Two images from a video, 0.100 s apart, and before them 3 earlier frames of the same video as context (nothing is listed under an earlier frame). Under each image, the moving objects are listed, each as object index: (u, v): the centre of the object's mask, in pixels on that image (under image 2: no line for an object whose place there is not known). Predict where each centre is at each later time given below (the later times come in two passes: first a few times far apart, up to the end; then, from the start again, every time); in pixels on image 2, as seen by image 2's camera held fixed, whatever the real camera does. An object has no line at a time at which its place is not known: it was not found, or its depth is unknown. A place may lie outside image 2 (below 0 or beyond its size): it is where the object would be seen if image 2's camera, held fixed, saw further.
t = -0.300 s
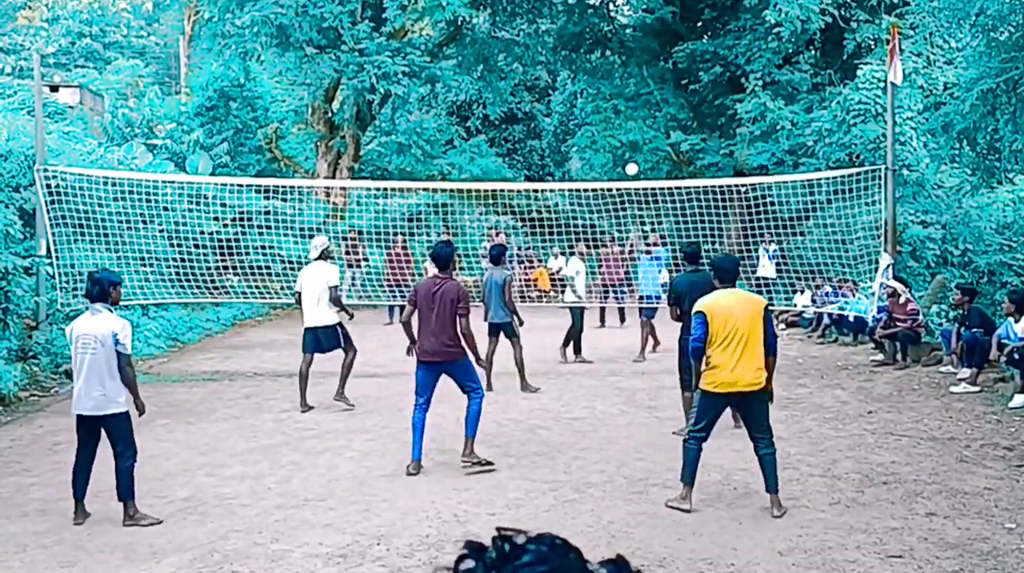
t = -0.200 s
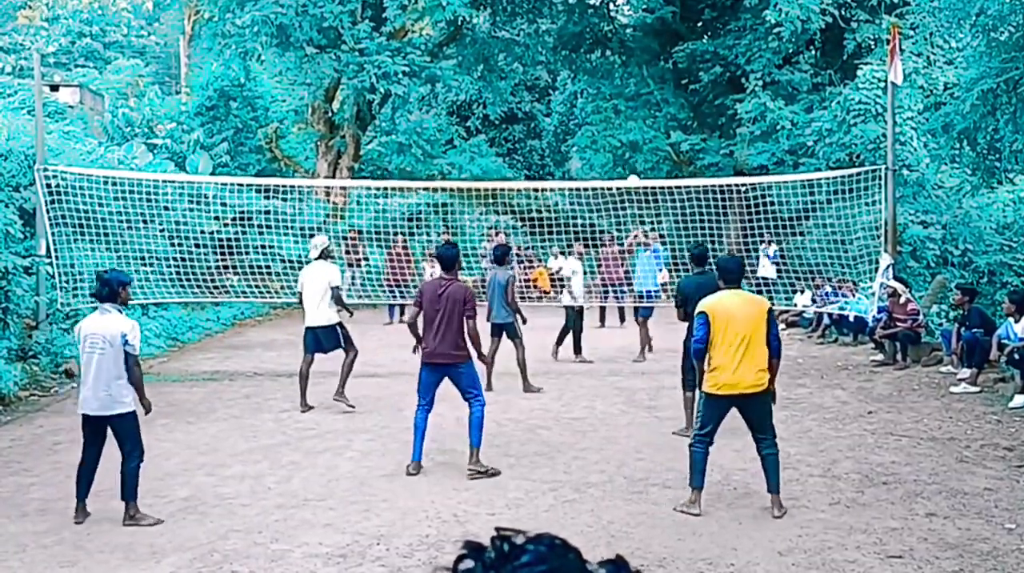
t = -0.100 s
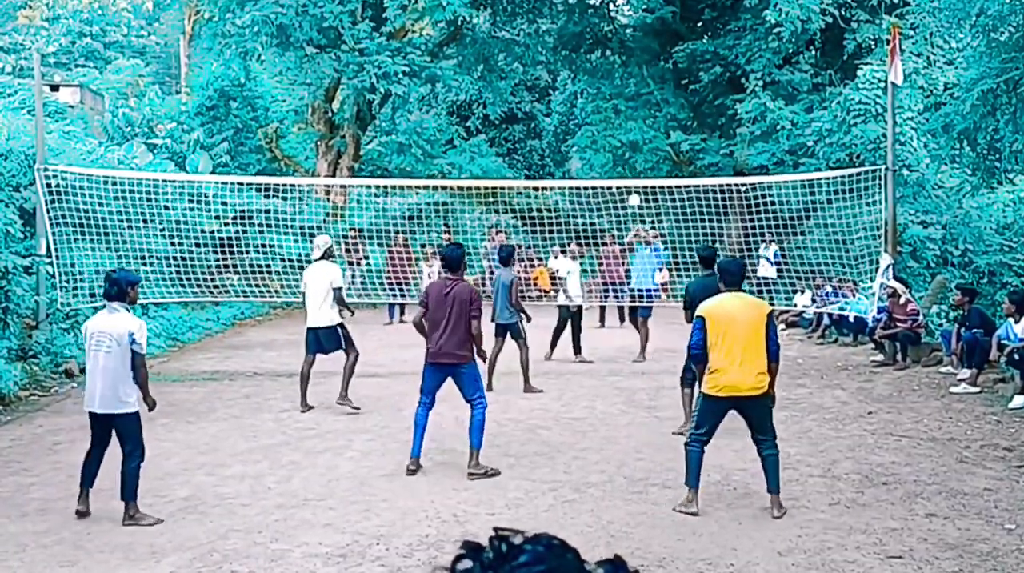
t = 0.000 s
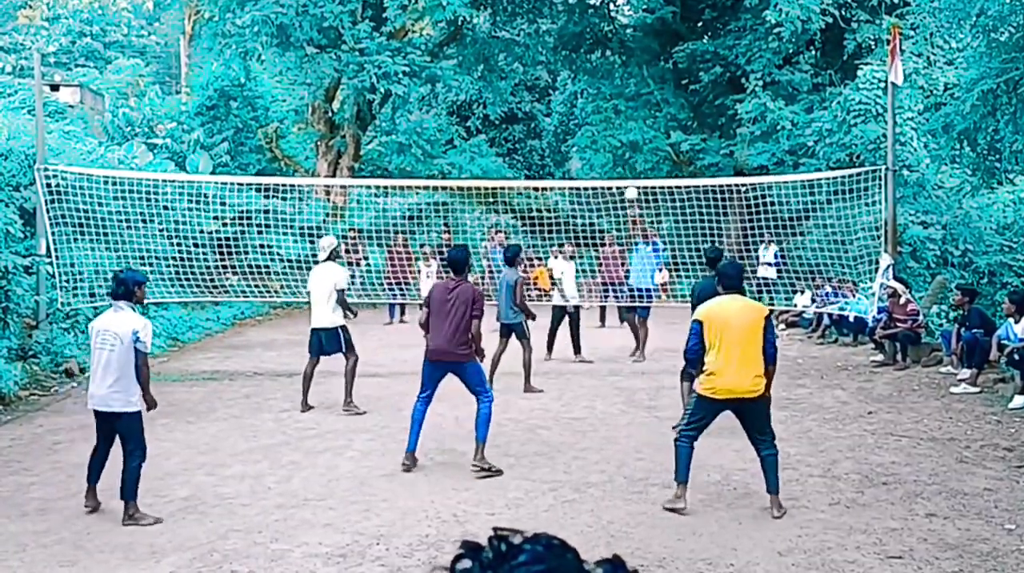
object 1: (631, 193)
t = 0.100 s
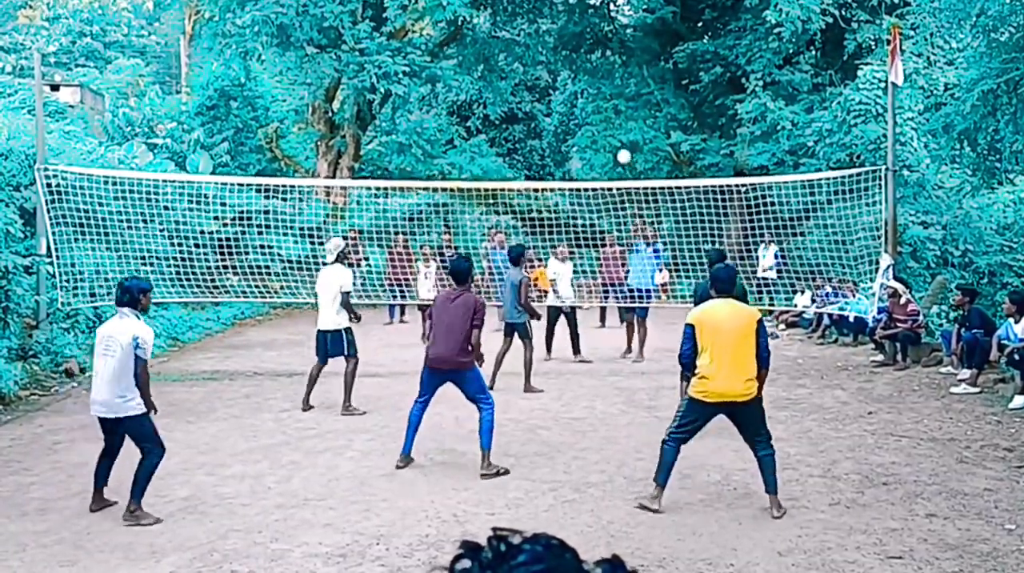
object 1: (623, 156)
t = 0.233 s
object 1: (613, 114)
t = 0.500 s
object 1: (586, 65)
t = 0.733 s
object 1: (553, 79)
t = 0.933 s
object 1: (515, 167)
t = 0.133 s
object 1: (621, 145)
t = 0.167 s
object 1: (619, 134)
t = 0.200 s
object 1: (616, 124)
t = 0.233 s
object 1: (613, 114)
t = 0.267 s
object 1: (610, 106)
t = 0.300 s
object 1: (607, 98)
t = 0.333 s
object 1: (604, 90)
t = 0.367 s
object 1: (601, 83)
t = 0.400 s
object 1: (598, 77)
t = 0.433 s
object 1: (594, 72)
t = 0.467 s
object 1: (591, 68)
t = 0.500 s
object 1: (586, 65)
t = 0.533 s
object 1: (582, 63)
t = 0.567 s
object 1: (578, 62)
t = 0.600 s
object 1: (573, 63)
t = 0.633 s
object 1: (568, 64)
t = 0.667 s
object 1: (564, 67)
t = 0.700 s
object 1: (559, 72)
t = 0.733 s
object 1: (553, 79)
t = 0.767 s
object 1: (548, 88)
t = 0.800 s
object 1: (542, 99)
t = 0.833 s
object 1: (536, 112)
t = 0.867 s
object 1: (530, 128)
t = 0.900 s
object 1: (522, 146)
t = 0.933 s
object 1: (515, 167)
